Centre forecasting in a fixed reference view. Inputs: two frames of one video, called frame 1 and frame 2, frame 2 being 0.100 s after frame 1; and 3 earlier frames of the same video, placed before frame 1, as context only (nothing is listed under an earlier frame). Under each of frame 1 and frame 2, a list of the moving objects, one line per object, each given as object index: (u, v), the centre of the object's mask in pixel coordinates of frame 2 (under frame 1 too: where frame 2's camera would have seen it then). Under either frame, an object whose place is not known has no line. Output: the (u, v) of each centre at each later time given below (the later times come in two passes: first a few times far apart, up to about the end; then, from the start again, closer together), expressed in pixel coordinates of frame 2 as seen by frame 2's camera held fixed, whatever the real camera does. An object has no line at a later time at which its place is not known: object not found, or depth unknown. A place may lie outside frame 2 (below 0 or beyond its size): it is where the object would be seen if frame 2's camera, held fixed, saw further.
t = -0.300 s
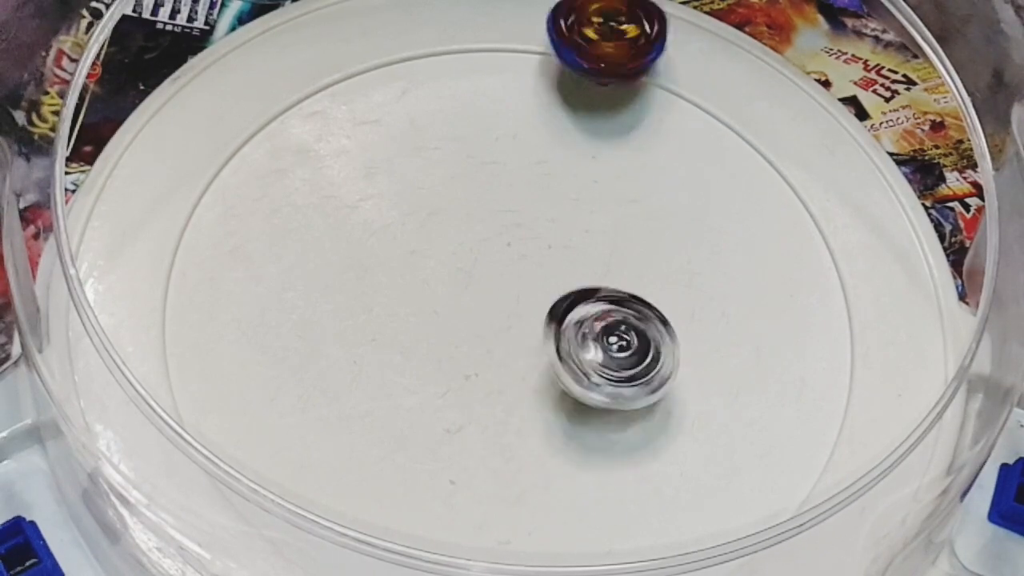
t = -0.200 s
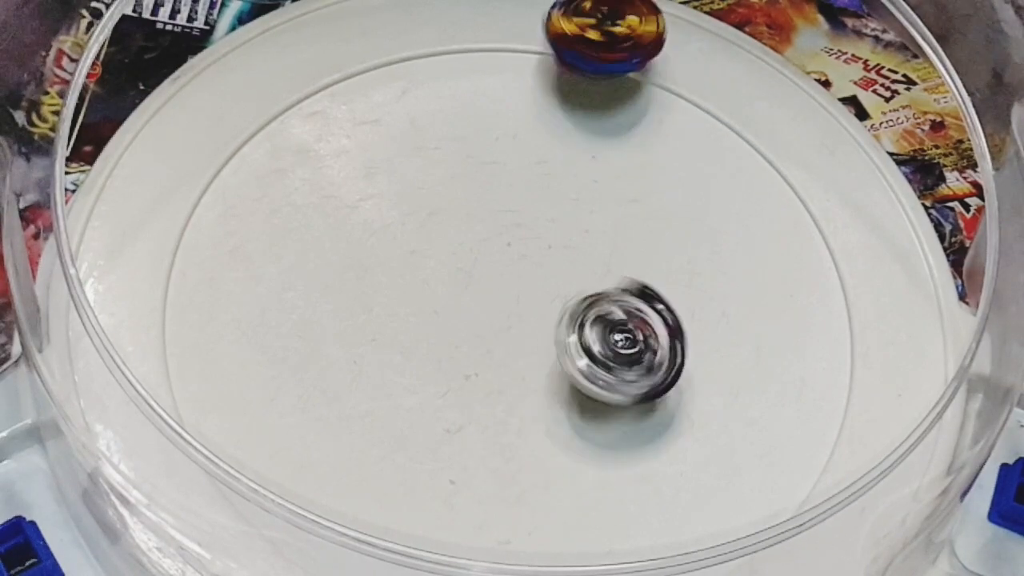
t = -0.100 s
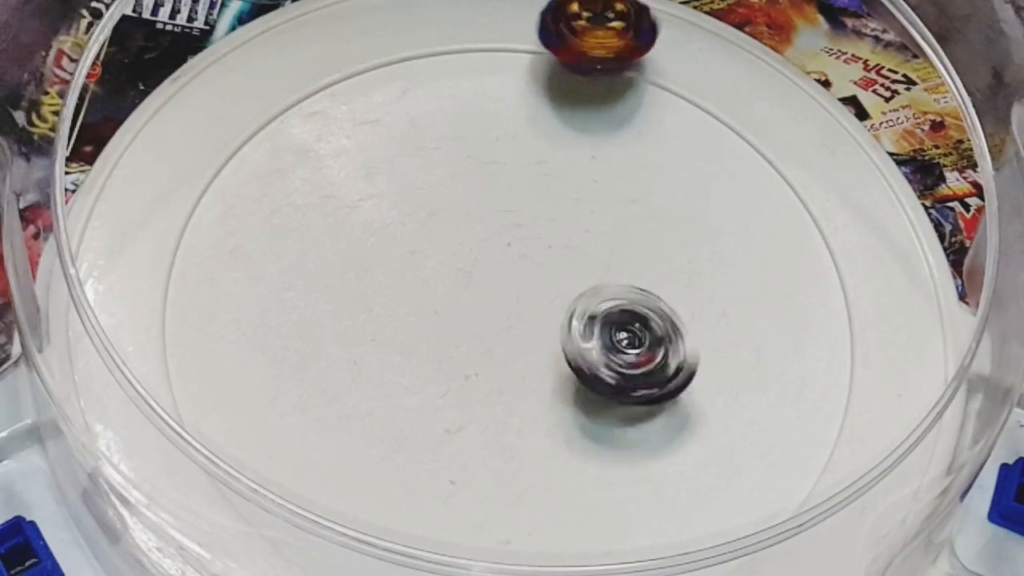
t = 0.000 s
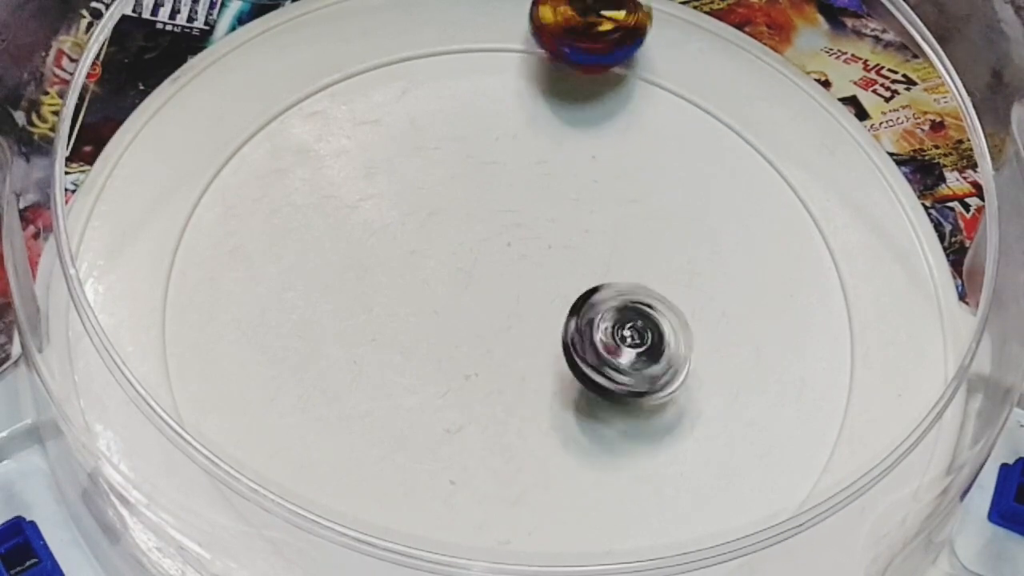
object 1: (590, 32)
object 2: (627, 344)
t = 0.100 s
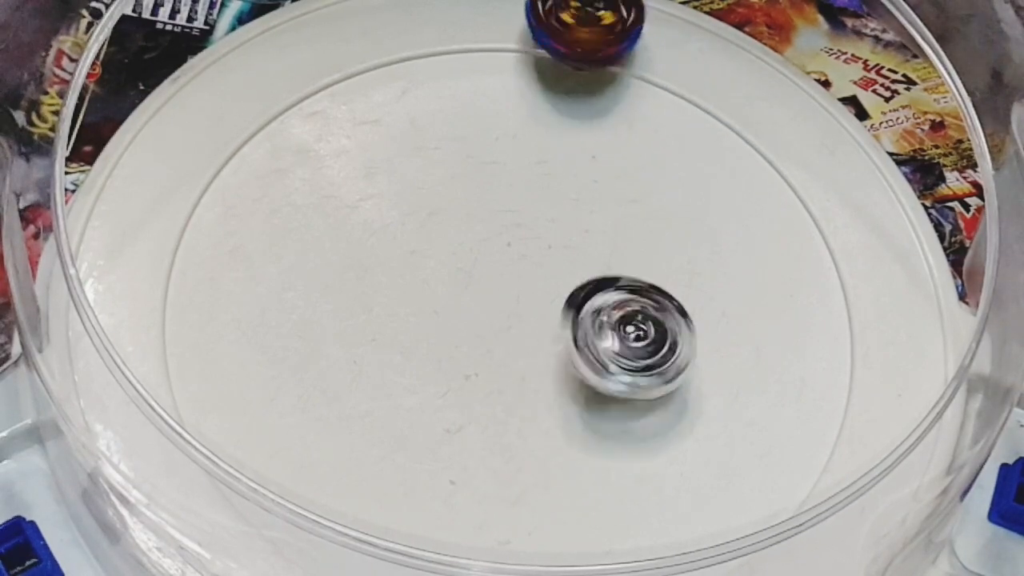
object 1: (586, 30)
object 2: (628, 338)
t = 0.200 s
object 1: (581, 29)
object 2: (638, 333)
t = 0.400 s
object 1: (567, 29)
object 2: (643, 330)
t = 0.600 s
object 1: (554, 27)
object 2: (654, 322)
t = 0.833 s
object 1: (533, 26)
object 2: (658, 318)
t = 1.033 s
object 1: (522, 27)
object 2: (671, 309)
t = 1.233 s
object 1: (502, 26)
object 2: (672, 304)
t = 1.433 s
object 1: (490, 28)
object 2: (684, 295)
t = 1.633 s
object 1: (470, 27)
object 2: (684, 289)
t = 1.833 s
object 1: (457, 29)
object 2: (696, 280)
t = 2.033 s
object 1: (287, 78)
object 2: (727, 192)
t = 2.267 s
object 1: (274, 518)
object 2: (504, 53)
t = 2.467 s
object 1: (852, 398)
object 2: (303, 178)
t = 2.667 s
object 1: (741, 25)
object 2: (543, 455)
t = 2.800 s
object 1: (419, 46)
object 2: (798, 424)
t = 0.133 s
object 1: (586, 29)
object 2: (631, 335)
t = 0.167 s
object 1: (584, 29)
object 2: (636, 334)
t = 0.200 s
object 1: (581, 29)
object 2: (638, 333)
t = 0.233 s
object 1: (580, 29)
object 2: (640, 333)
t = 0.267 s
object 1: (579, 29)
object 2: (643, 333)
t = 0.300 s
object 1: (576, 29)
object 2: (643, 333)
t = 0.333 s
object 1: (572, 29)
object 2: (642, 333)
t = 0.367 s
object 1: (569, 28)
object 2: (643, 331)
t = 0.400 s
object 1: (567, 29)
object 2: (643, 330)
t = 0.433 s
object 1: (564, 28)
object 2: (642, 328)
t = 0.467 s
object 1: (561, 28)
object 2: (643, 328)
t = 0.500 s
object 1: (560, 28)
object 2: (644, 325)
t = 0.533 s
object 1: (558, 27)
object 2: (648, 323)
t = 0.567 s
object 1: (556, 27)
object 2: (652, 322)
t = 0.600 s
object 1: (554, 27)
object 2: (654, 322)
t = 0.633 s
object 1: (553, 28)
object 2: (656, 321)
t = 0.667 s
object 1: (551, 28)
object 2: (658, 321)
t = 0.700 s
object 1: (546, 28)
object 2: (658, 322)
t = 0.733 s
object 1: (542, 28)
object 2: (658, 321)
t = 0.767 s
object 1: (538, 28)
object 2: (658, 320)
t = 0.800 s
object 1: (536, 26)
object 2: (658, 318)
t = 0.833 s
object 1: (533, 26)
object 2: (658, 318)
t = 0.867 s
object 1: (531, 26)
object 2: (658, 317)
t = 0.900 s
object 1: (530, 27)
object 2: (659, 314)
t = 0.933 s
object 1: (529, 26)
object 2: (663, 311)
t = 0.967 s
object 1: (526, 26)
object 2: (667, 311)
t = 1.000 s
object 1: (523, 27)
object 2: (669, 310)
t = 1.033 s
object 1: (522, 27)
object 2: (671, 309)
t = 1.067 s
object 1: (519, 26)
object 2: (672, 310)
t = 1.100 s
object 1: (514, 27)
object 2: (673, 309)
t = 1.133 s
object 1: (510, 26)
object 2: (671, 308)
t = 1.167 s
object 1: (507, 27)
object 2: (672, 307)
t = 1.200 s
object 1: (505, 26)
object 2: (672, 305)
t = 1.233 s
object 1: (502, 26)
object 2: (672, 304)
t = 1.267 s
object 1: (499, 27)
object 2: (671, 303)
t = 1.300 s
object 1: (498, 27)
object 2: (672, 299)
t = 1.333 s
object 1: (497, 27)
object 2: (677, 297)
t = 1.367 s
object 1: (495, 26)
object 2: (680, 296)
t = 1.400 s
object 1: (492, 27)
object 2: (682, 295)
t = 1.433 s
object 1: (490, 28)
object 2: (684, 295)
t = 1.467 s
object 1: (487, 28)
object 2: (685, 295)
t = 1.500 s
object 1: (482, 28)
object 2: (685, 295)
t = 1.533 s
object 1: (478, 27)
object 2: (684, 294)
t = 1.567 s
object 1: (475, 28)
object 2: (684, 292)
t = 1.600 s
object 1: (473, 27)
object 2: (684, 291)
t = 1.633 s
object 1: (470, 27)
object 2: (684, 289)
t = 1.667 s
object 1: (467, 28)
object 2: (684, 288)
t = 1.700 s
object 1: (466, 28)
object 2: (685, 284)
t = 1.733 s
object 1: (465, 29)
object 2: (688, 282)
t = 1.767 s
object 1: (462, 28)
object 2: (692, 281)
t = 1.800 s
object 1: (459, 29)
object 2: (694, 280)
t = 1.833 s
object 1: (457, 29)
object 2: (696, 280)
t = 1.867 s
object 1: (455, 30)
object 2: (697, 280)
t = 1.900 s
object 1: (450, 30)
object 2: (697, 280)
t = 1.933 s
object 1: (445, 30)
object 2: (696, 279)
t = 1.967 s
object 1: (442, 30)
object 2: (696, 277)
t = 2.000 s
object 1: (363, 43)
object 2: (718, 233)
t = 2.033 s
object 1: (287, 78)
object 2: (727, 192)
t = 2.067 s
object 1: (227, 137)
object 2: (732, 147)
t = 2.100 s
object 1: (178, 200)
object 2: (717, 102)
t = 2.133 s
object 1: (140, 280)
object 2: (695, 69)
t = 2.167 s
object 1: (112, 343)
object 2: (654, 61)
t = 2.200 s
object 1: (140, 413)
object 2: (599, 59)
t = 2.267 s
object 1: (274, 518)
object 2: (504, 53)
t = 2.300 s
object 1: (384, 523)
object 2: (453, 53)
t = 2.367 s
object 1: (597, 522)
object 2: (364, 72)
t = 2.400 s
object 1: (697, 503)
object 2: (337, 98)
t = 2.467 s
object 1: (852, 398)
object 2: (303, 178)
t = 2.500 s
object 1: (869, 316)
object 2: (305, 228)
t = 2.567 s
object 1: (879, 160)
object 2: (366, 339)
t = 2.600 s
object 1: (857, 94)
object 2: (417, 391)
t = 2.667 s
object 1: (741, 25)
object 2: (543, 455)
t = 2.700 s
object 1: (664, 19)
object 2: (610, 462)
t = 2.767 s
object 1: (500, 33)
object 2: (740, 445)
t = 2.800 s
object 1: (419, 46)
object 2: (798, 424)
